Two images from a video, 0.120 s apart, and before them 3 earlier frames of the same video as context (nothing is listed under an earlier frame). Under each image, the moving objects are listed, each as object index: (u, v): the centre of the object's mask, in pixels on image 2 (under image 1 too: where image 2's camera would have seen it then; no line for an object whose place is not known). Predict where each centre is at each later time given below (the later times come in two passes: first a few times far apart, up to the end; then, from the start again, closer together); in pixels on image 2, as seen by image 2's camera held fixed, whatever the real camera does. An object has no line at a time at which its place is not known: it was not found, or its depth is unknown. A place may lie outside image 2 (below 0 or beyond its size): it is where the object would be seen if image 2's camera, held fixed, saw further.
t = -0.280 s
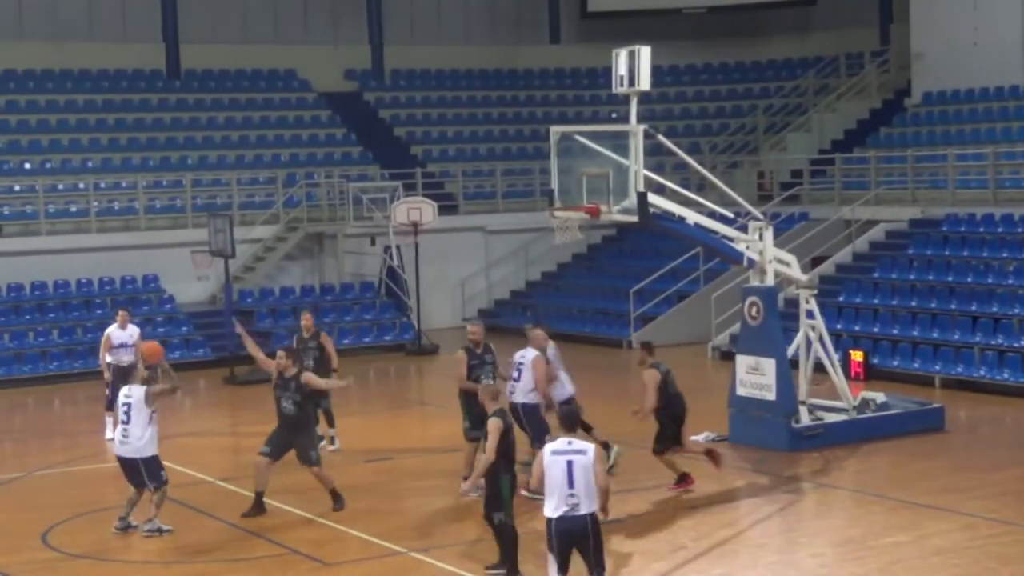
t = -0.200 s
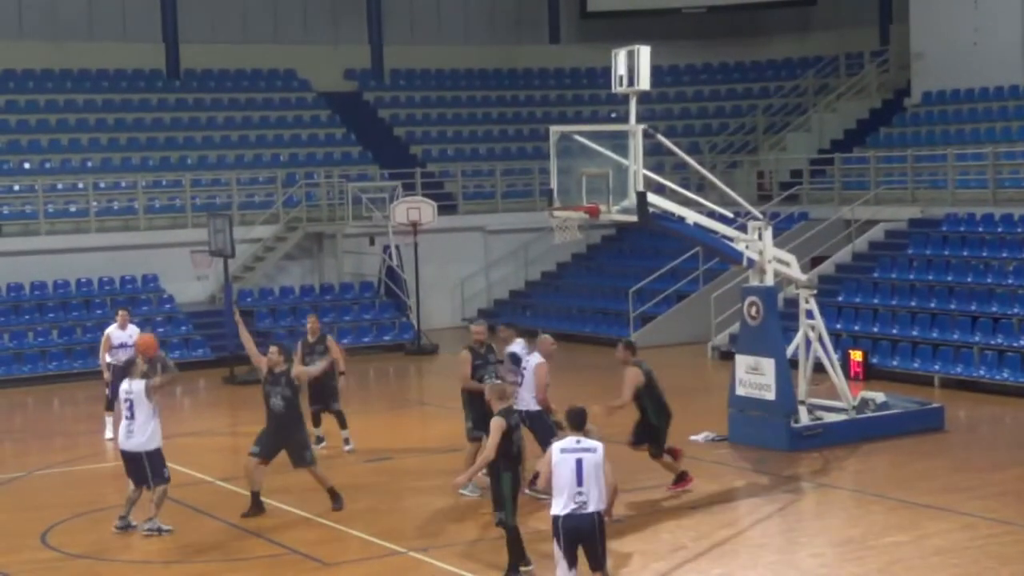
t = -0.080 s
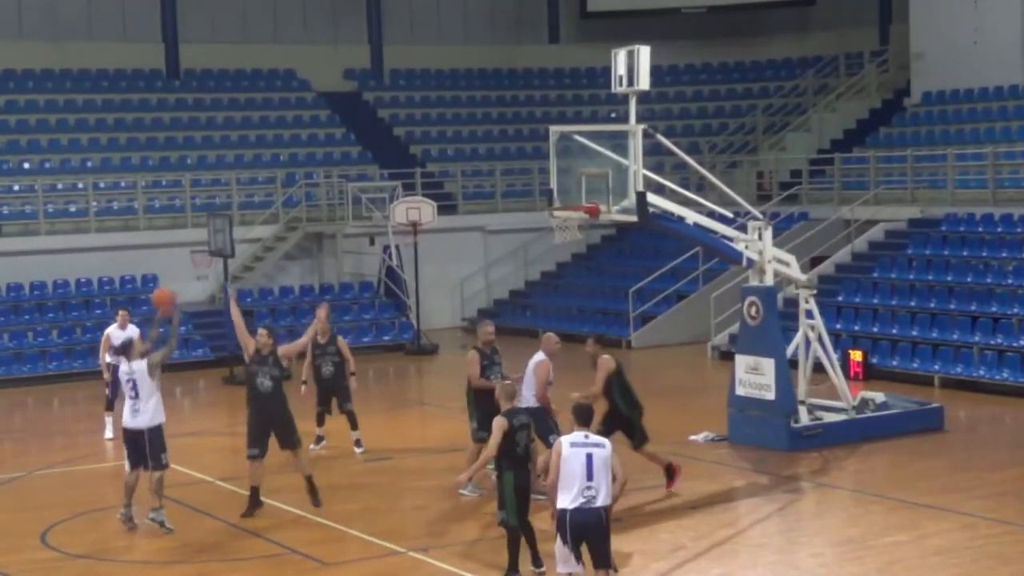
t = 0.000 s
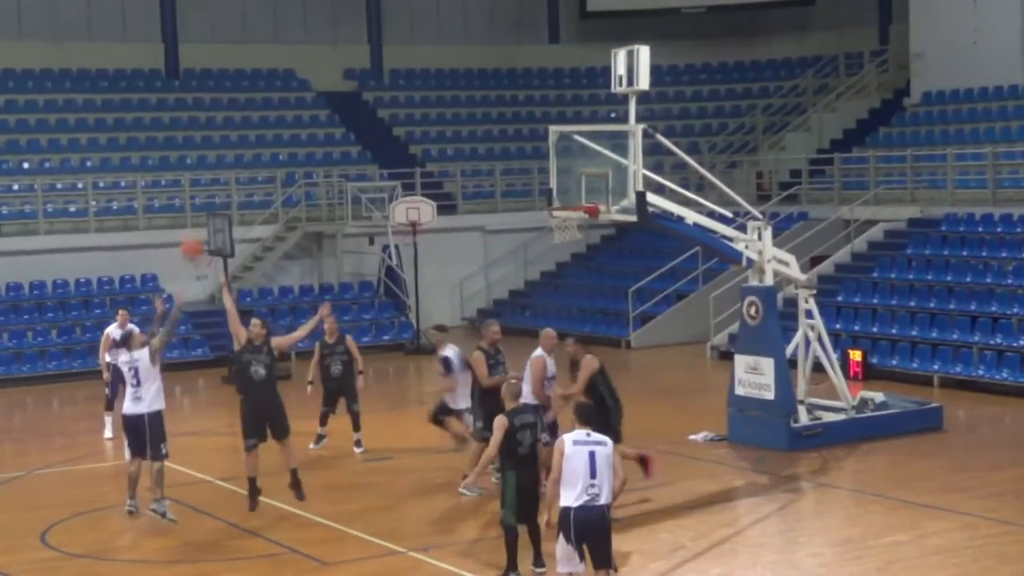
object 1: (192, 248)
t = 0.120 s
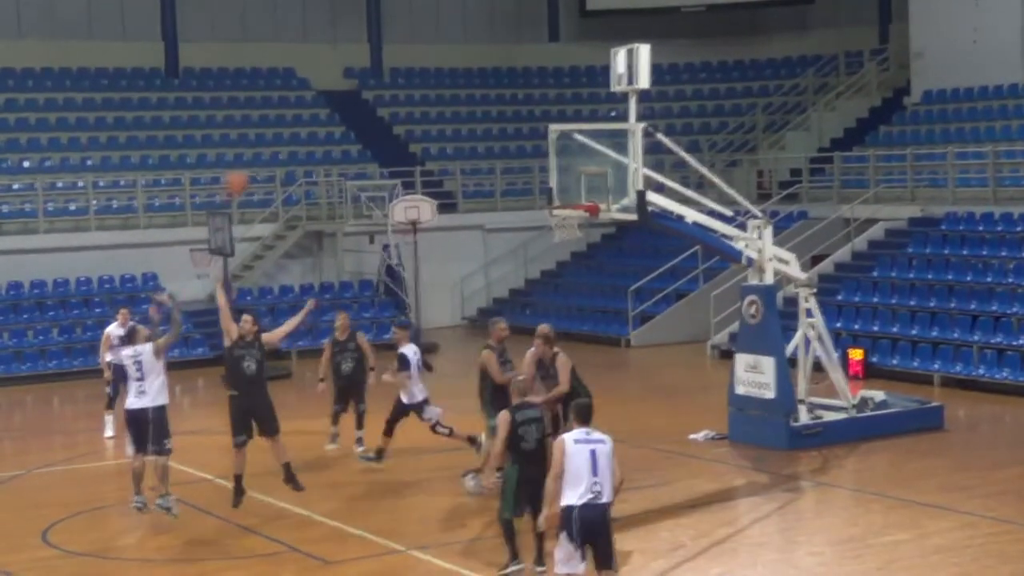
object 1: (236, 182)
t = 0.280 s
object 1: (292, 124)
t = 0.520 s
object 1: (376, 82)
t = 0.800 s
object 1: (470, 101)
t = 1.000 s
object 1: (534, 154)
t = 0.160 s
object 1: (250, 166)
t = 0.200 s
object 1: (264, 151)
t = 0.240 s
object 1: (280, 136)
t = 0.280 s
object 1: (292, 124)
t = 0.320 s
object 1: (306, 113)
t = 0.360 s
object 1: (321, 104)
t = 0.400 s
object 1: (334, 96)
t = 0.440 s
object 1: (348, 90)
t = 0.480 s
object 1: (363, 86)
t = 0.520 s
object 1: (376, 82)
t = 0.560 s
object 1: (390, 81)
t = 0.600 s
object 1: (404, 81)
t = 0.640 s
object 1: (417, 82)
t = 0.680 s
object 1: (430, 85)
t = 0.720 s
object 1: (443, 88)
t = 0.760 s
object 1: (457, 94)
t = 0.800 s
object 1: (470, 101)
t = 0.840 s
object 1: (483, 110)
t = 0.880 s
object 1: (496, 119)
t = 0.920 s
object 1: (509, 130)
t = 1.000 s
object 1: (534, 154)
